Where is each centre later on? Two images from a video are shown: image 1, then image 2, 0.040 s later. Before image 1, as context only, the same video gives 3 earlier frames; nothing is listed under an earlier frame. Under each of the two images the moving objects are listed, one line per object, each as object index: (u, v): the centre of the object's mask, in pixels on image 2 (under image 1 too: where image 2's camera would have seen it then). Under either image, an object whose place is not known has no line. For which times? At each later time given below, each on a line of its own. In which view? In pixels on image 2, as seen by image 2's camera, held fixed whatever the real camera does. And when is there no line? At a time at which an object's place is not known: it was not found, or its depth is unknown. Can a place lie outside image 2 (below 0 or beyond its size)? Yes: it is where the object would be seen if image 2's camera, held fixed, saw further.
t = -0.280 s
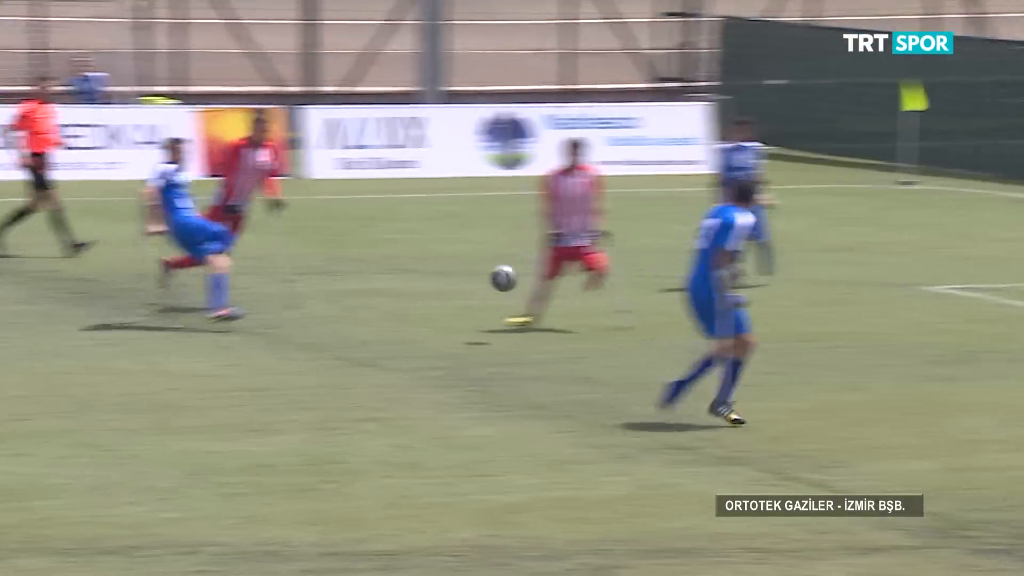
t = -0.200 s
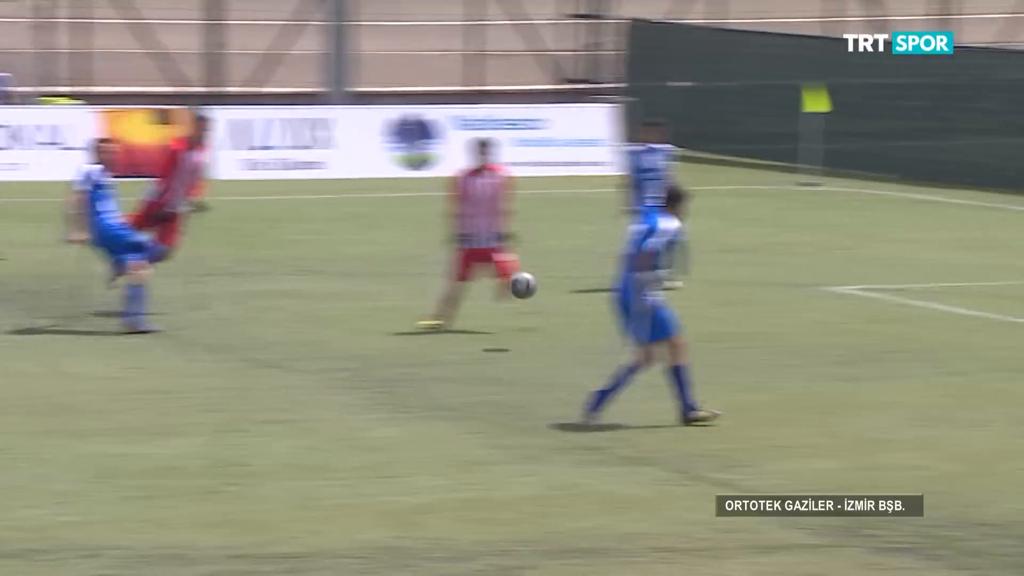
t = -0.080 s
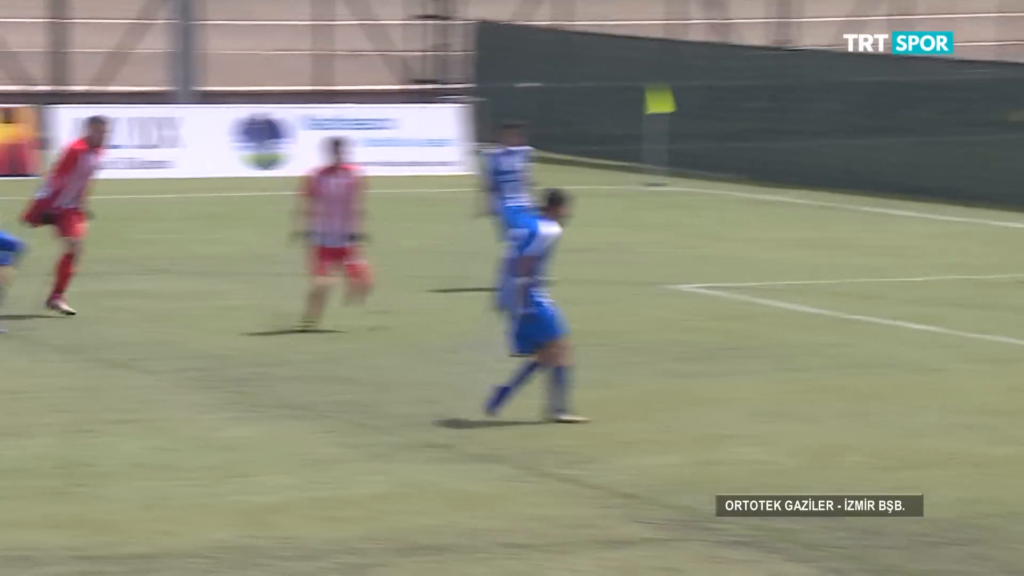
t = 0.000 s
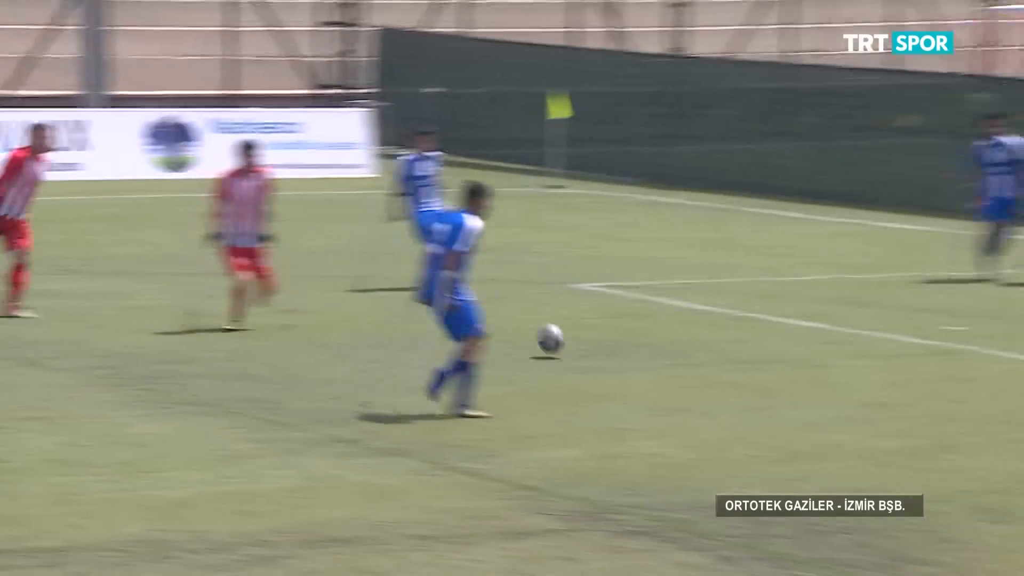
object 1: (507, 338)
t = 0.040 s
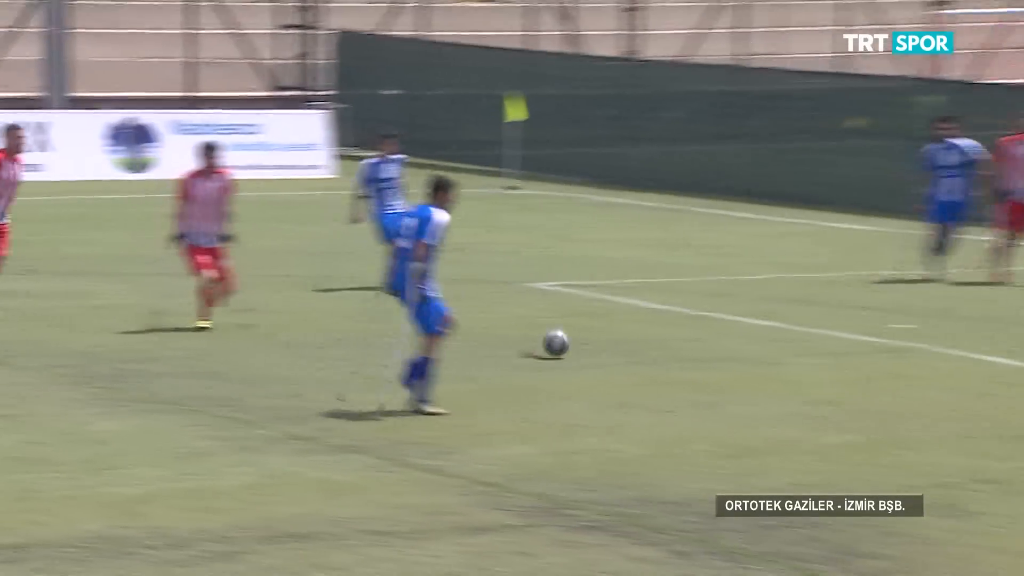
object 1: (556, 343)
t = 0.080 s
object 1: (601, 336)
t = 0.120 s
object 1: (646, 332)
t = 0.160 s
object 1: (691, 331)
